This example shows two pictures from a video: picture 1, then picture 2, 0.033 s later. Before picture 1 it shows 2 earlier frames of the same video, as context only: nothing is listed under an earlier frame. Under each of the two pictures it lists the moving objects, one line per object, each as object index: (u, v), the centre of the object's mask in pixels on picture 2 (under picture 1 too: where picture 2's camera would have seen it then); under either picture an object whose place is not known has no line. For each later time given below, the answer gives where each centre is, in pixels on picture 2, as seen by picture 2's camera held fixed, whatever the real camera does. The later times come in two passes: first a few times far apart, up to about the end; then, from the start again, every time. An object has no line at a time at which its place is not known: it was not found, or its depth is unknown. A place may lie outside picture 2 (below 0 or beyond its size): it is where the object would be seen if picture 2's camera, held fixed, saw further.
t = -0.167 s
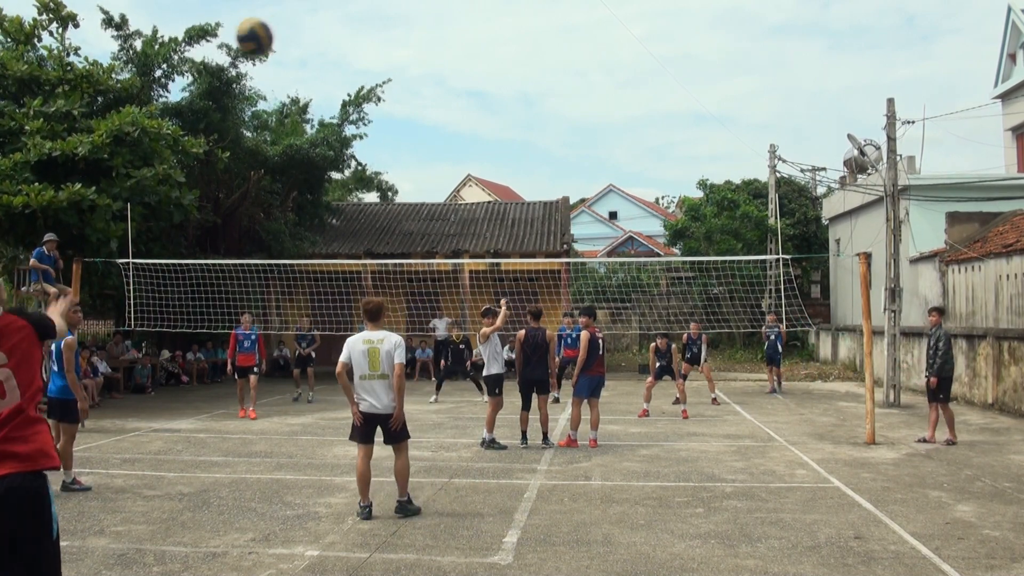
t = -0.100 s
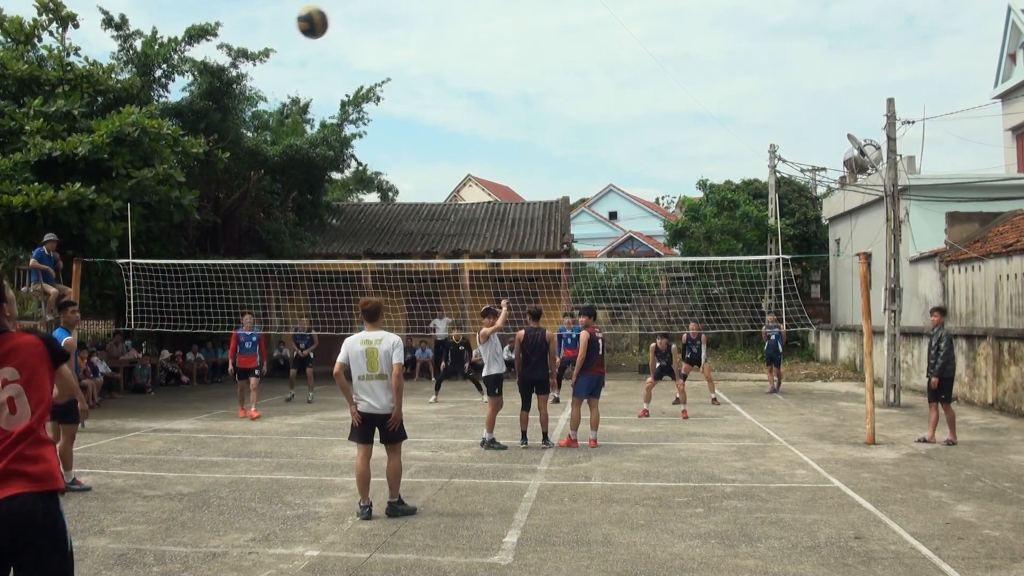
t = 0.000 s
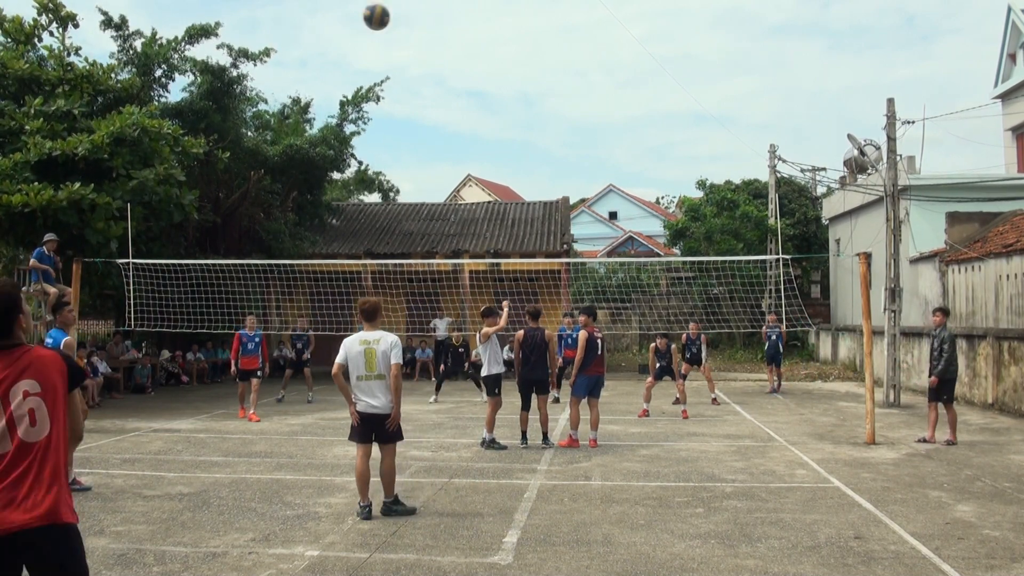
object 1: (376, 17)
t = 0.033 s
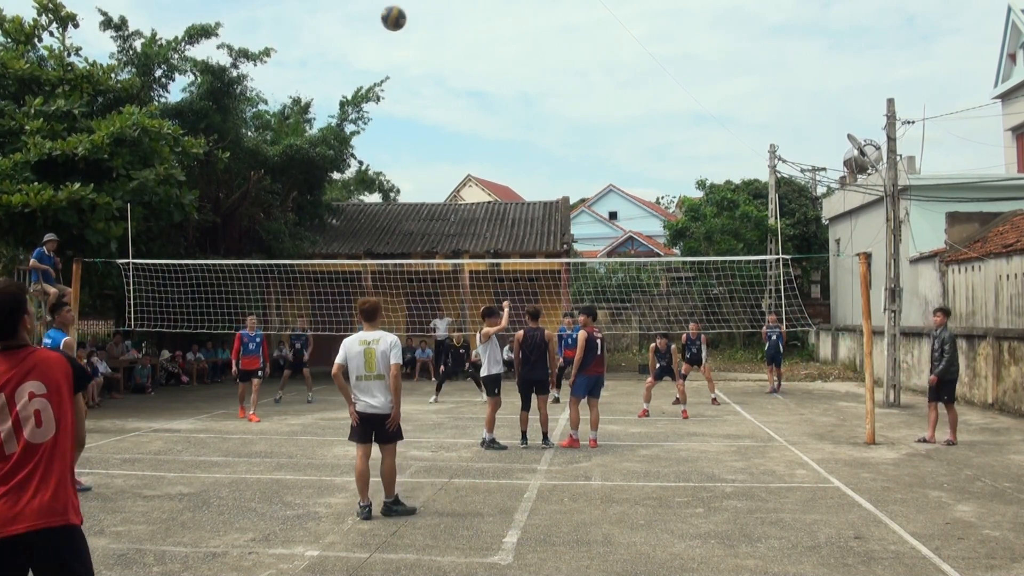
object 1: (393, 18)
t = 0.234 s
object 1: (472, 47)
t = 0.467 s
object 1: (531, 110)
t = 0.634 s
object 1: (560, 164)
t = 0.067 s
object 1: (409, 21)
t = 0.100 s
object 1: (424, 24)
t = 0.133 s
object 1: (437, 29)
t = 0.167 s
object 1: (449, 34)
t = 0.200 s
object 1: (461, 40)
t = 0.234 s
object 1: (472, 47)
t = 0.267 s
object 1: (482, 55)
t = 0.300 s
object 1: (491, 63)
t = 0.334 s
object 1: (500, 71)
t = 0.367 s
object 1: (508, 80)
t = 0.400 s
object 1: (516, 90)
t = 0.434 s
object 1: (523, 99)
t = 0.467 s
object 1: (531, 110)
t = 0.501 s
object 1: (537, 120)
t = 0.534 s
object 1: (543, 131)
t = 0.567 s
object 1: (549, 142)
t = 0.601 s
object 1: (555, 153)
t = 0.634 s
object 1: (560, 164)
